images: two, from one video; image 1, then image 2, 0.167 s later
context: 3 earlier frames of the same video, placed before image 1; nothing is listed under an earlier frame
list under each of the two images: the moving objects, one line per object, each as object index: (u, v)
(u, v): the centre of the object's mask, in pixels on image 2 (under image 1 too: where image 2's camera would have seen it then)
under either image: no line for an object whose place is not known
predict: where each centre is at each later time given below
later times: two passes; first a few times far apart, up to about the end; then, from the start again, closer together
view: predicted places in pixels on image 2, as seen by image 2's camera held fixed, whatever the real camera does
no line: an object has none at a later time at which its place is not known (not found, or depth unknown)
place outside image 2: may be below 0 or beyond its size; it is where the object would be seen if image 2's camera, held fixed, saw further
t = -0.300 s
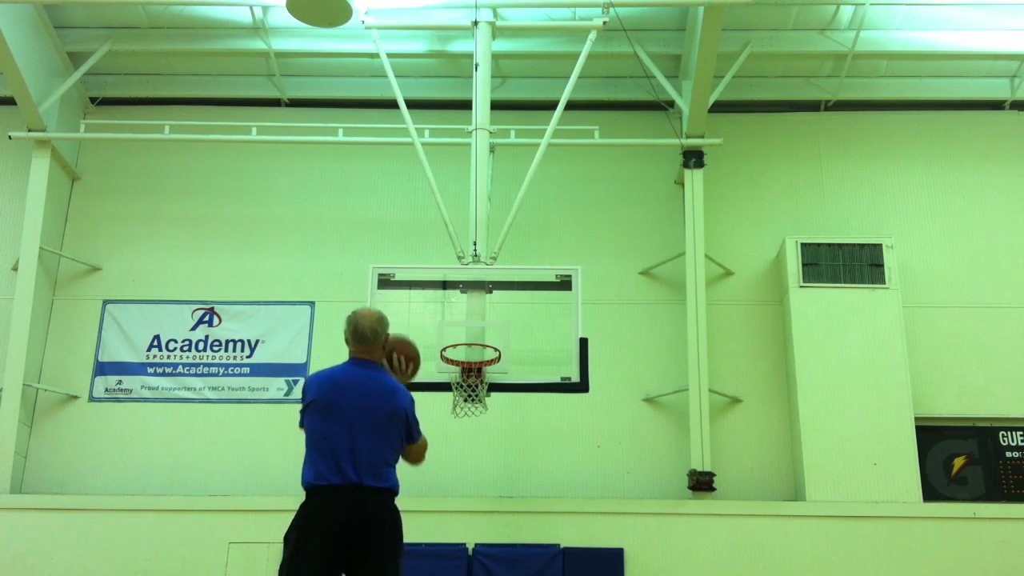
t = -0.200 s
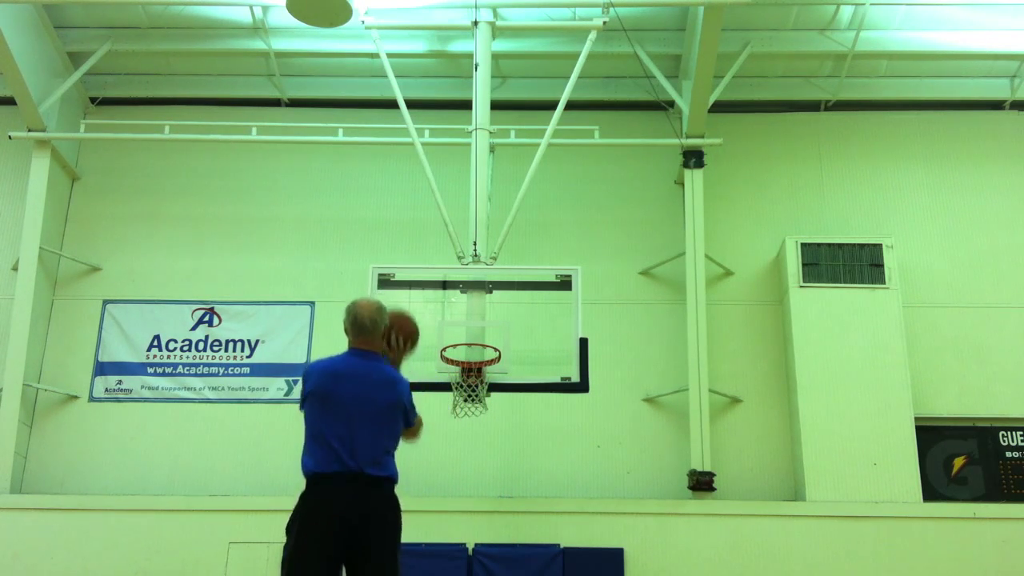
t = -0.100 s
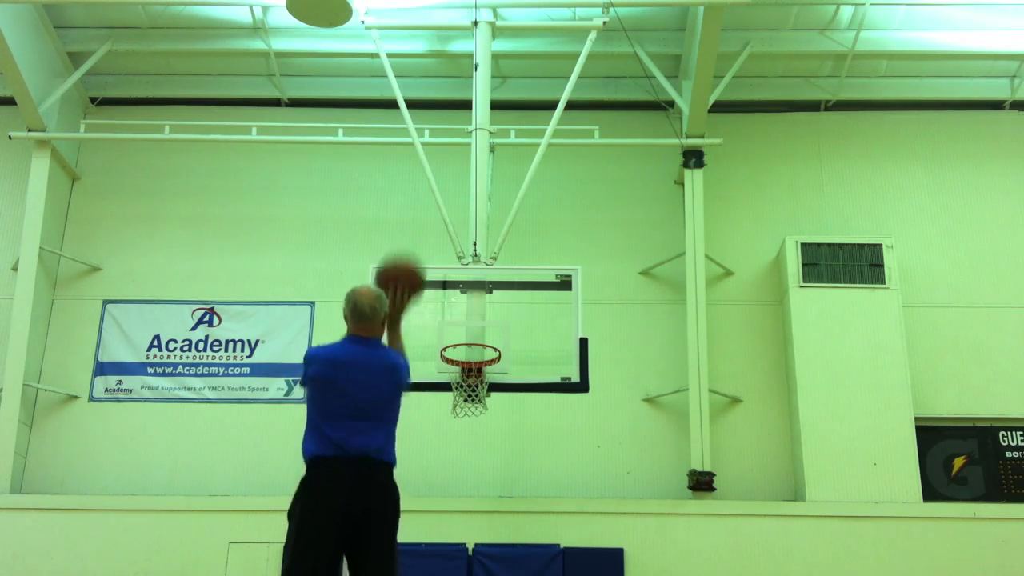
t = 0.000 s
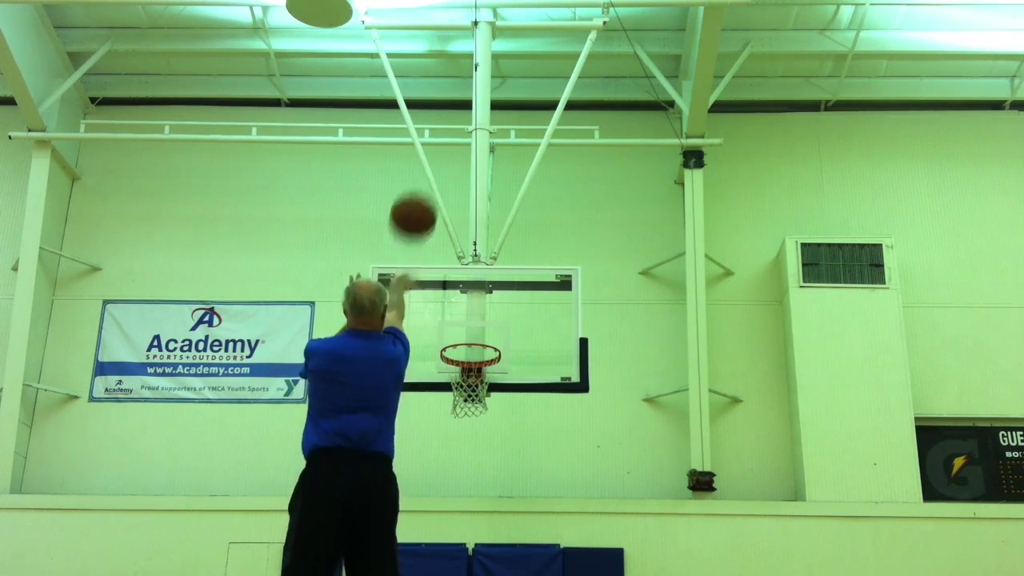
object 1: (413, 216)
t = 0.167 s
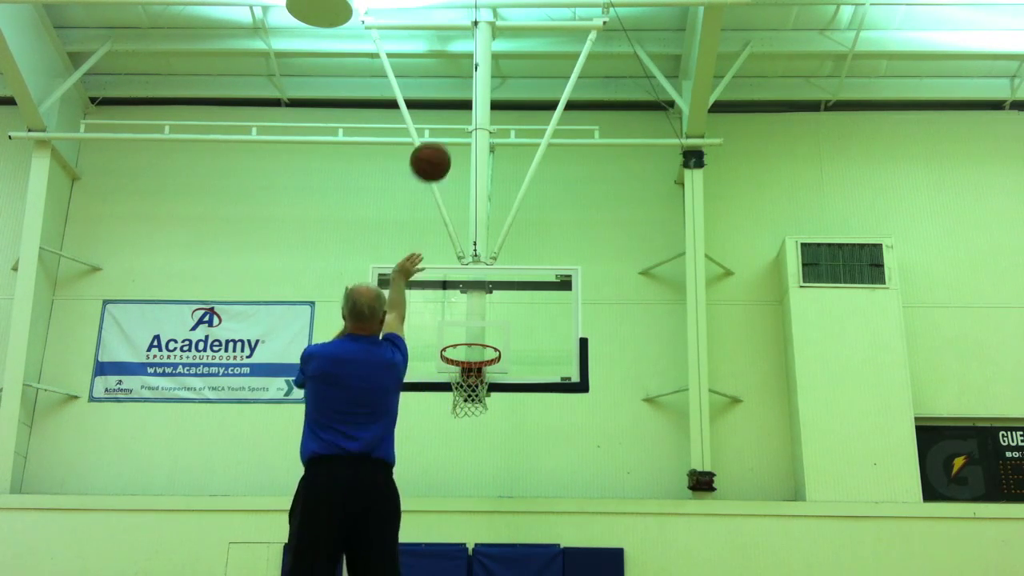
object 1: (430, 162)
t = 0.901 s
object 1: (462, 358)
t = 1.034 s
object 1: (471, 386)
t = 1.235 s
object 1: (487, 407)
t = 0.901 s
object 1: (462, 358)
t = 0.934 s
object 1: (457, 375)
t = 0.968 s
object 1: (466, 385)
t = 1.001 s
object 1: (468, 386)
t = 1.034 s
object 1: (471, 386)
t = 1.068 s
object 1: (473, 386)
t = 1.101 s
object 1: (476, 389)
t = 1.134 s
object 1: (478, 395)
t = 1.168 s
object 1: (481, 398)
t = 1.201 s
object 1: (483, 402)
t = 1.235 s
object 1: (487, 407)
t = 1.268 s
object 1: (490, 415)
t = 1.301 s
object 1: (492, 424)
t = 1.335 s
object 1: (494, 435)
